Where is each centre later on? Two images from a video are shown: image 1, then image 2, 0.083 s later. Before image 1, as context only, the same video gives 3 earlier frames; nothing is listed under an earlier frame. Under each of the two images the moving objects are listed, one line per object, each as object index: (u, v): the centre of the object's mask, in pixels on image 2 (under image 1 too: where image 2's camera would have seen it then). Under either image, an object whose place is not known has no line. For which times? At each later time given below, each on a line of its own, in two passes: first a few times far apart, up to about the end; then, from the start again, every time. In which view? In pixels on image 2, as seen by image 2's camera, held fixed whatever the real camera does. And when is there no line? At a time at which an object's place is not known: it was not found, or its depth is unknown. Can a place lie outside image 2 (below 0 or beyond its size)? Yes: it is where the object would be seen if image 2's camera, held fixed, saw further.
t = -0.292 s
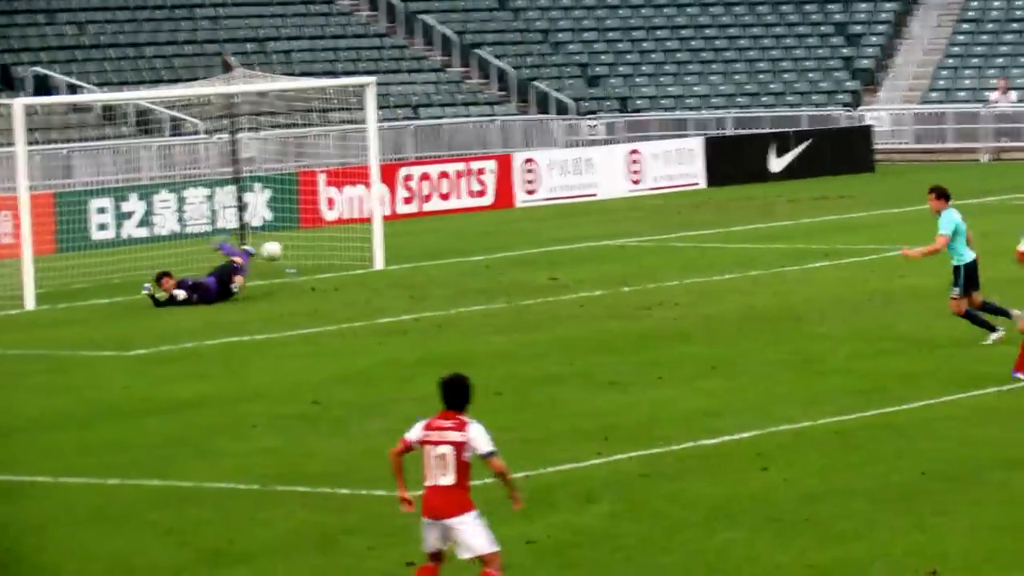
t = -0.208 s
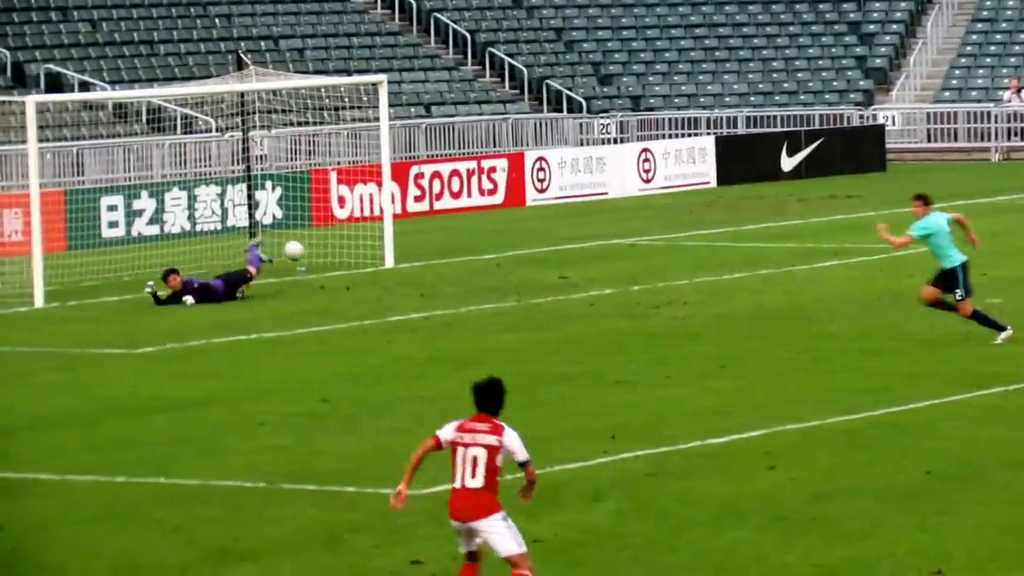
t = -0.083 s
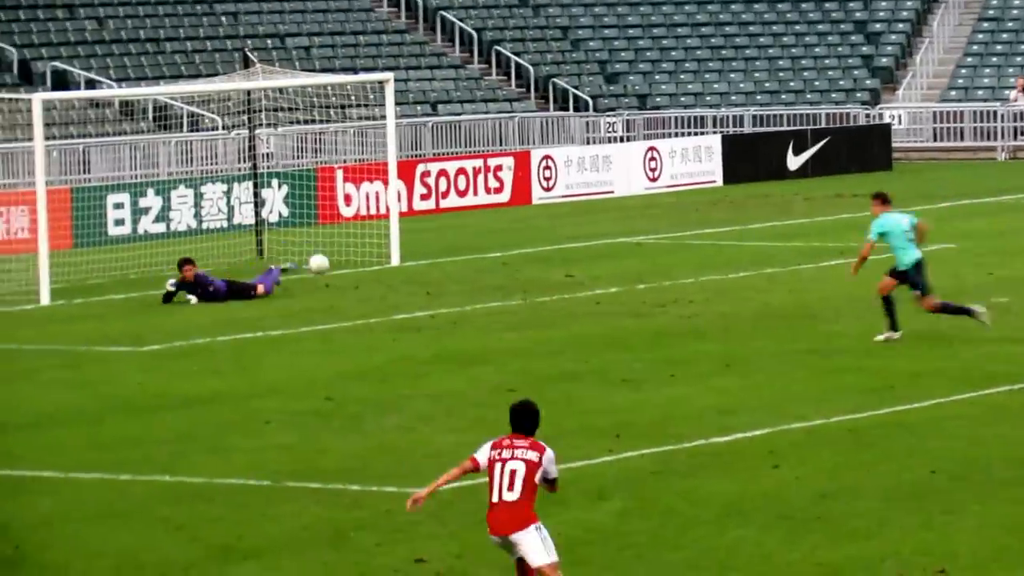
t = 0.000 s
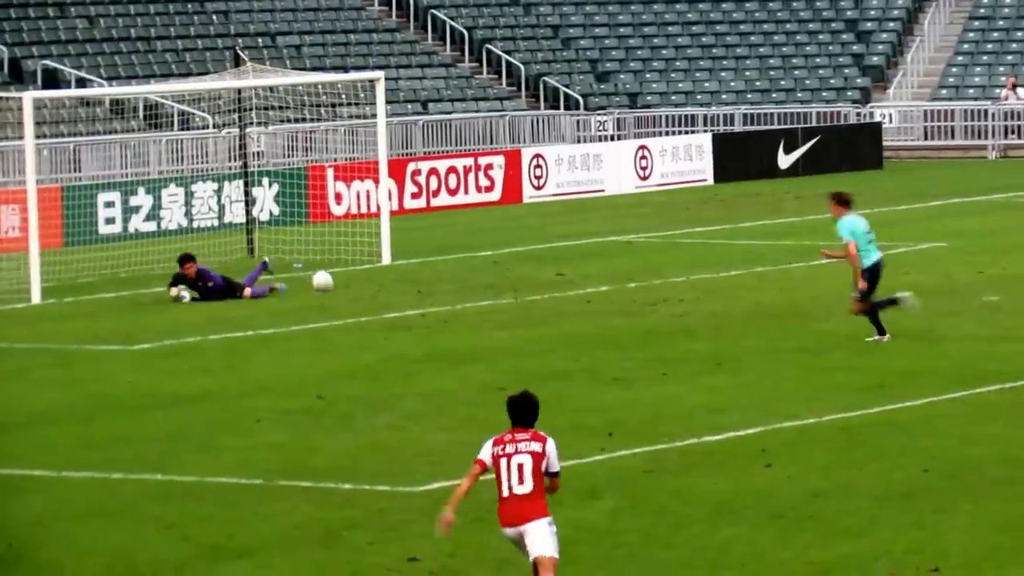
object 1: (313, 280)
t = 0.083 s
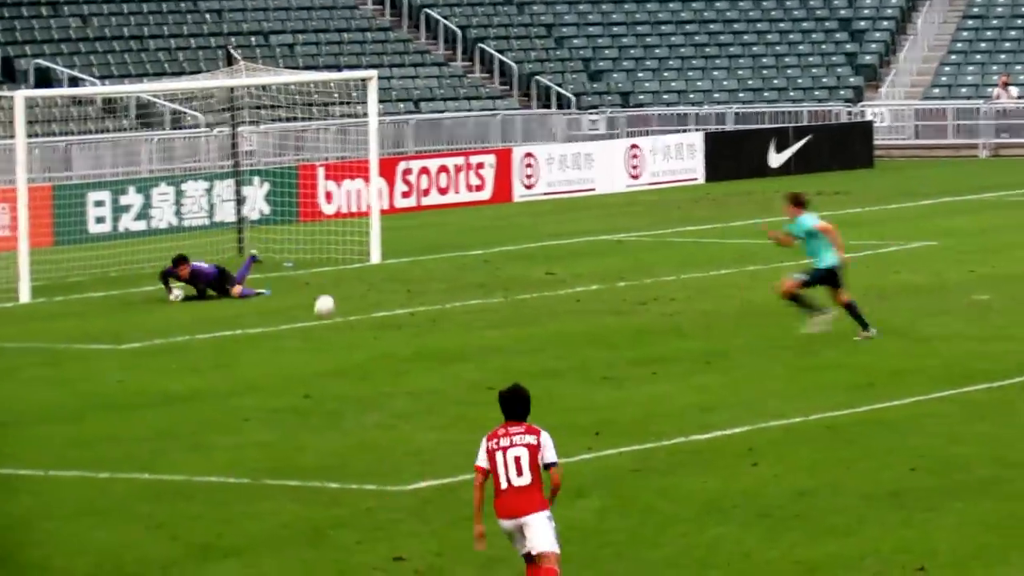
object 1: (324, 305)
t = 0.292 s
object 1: (356, 310)
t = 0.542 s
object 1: (394, 325)
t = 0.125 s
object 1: (332, 322)
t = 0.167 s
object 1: (337, 327)
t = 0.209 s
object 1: (344, 320)
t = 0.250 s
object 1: (349, 315)
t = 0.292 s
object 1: (356, 310)
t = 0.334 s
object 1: (362, 309)
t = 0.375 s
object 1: (368, 309)
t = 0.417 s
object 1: (375, 310)
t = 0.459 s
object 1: (380, 314)
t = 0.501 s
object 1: (387, 318)
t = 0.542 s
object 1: (394, 325)
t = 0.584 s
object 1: (400, 333)
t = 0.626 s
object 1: (407, 344)
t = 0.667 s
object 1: (413, 355)
